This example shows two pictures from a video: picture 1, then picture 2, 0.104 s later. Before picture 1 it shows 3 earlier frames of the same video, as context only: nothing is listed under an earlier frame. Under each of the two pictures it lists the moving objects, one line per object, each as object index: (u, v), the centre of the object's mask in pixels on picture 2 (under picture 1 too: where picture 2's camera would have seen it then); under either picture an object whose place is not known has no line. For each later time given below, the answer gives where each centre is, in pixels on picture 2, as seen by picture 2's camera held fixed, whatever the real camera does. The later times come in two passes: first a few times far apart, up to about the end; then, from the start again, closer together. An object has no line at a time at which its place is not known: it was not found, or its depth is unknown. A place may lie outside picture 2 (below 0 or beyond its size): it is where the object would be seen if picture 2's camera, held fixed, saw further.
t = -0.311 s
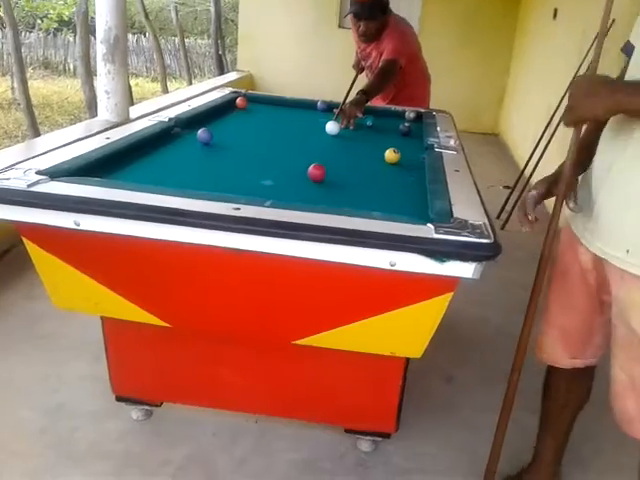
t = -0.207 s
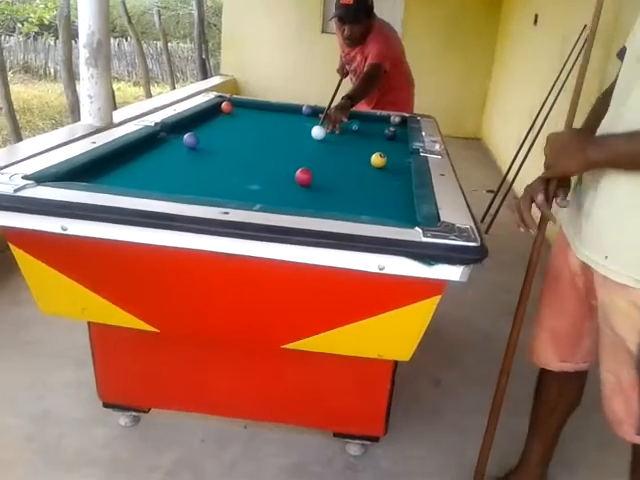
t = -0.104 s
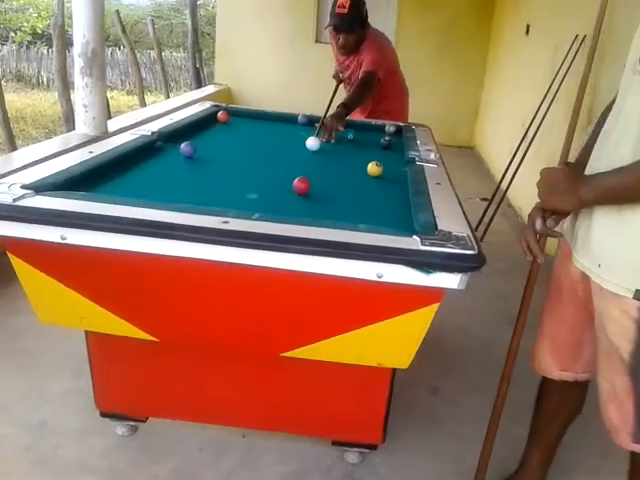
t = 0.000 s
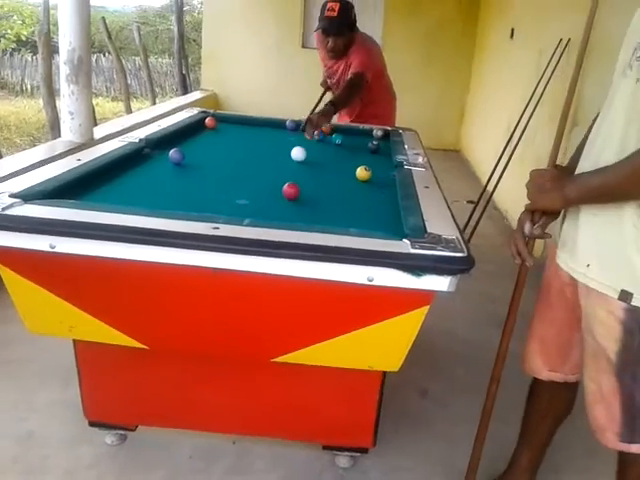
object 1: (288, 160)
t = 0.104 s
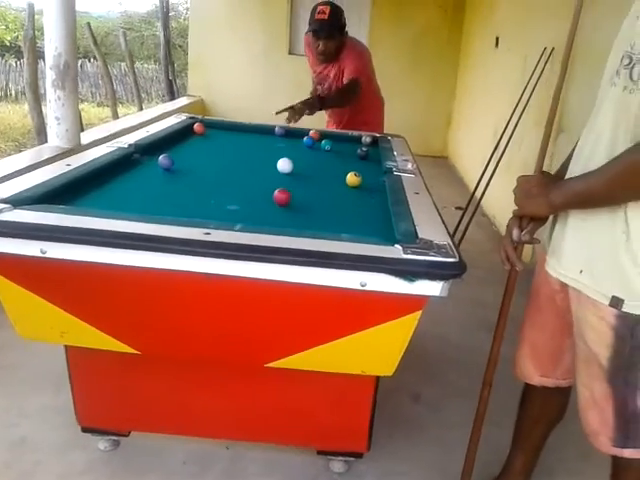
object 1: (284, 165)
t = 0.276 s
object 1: (278, 175)
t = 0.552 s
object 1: (261, 194)
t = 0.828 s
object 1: (219, 211)
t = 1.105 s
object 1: (194, 210)
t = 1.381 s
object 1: (184, 198)
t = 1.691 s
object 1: (174, 187)
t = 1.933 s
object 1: (167, 179)
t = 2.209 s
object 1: (160, 172)
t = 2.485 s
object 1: (153, 166)
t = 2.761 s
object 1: (148, 161)
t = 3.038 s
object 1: (143, 156)
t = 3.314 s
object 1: (142, 153)
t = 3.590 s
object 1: (149, 152)
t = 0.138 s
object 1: (283, 167)
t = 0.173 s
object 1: (282, 169)
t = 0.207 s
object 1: (281, 171)
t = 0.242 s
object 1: (279, 173)
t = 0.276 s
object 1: (278, 175)
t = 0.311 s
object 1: (277, 178)
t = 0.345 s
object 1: (275, 180)
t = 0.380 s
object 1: (274, 182)
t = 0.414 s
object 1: (272, 184)
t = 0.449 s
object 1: (270, 187)
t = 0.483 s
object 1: (268, 190)
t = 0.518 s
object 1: (266, 192)
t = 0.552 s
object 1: (261, 194)
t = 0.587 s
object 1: (256, 196)
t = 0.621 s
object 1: (252, 198)
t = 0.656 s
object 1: (247, 200)
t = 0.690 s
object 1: (241, 202)
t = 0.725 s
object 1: (236, 204)
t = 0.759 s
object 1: (231, 207)
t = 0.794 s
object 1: (225, 209)
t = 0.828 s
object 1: (219, 211)
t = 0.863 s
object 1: (214, 212)
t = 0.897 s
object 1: (208, 213)
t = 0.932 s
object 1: (203, 214)
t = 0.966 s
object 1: (200, 214)
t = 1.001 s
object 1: (198, 213)
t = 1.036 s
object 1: (196, 212)
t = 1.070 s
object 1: (195, 211)
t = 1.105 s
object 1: (194, 210)
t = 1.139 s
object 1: (193, 209)
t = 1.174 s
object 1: (191, 207)
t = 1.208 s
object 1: (190, 206)
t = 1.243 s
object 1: (189, 204)
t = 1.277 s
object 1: (188, 203)
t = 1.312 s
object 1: (186, 201)
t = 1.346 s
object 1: (185, 200)
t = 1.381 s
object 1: (184, 198)
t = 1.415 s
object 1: (182, 197)
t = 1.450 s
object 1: (181, 196)
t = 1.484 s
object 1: (180, 194)
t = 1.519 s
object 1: (179, 193)
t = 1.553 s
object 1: (178, 192)
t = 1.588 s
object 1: (177, 190)
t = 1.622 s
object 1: (176, 189)
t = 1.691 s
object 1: (174, 187)
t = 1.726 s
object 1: (173, 185)
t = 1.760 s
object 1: (172, 184)
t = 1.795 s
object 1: (171, 183)
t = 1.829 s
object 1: (170, 182)
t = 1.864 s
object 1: (169, 181)
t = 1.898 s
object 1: (168, 180)
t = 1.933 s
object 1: (167, 179)
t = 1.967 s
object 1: (166, 178)
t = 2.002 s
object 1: (165, 177)
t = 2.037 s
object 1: (165, 176)
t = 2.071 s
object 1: (164, 175)
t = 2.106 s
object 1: (163, 174)
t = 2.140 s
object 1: (162, 173)
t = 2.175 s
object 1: (161, 172)
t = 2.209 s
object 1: (160, 172)
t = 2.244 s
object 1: (159, 171)
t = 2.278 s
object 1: (159, 170)
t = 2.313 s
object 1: (158, 170)
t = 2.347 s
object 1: (157, 169)
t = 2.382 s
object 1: (156, 168)
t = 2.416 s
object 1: (155, 167)
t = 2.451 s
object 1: (154, 167)
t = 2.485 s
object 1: (153, 166)
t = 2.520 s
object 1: (152, 165)
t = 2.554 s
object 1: (151, 164)
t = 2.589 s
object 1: (150, 163)
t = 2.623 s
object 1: (149, 163)
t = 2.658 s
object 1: (150, 162)
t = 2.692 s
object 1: (150, 162)
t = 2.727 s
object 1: (149, 161)
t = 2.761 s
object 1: (148, 161)
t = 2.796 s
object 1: (148, 160)
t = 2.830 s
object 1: (147, 159)
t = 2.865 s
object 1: (146, 159)
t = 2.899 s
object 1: (145, 158)
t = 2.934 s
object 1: (145, 158)
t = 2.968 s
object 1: (144, 157)
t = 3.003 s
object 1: (143, 157)
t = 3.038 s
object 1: (143, 156)
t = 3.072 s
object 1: (142, 156)
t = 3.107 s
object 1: (141, 155)
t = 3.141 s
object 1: (141, 155)
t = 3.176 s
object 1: (140, 154)
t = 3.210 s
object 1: (140, 154)
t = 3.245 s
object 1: (140, 154)
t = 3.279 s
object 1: (141, 153)
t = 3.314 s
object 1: (142, 153)
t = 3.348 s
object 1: (144, 153)
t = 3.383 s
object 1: (144, 153)
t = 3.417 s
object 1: (145, 153)
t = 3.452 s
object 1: (146, 153)
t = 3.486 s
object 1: (147, 152)
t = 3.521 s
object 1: (147, 152)
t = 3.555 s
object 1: (148, 152)
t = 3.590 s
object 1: (149, 152)
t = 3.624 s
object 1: (149, 152)
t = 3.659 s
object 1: (150, 152)
